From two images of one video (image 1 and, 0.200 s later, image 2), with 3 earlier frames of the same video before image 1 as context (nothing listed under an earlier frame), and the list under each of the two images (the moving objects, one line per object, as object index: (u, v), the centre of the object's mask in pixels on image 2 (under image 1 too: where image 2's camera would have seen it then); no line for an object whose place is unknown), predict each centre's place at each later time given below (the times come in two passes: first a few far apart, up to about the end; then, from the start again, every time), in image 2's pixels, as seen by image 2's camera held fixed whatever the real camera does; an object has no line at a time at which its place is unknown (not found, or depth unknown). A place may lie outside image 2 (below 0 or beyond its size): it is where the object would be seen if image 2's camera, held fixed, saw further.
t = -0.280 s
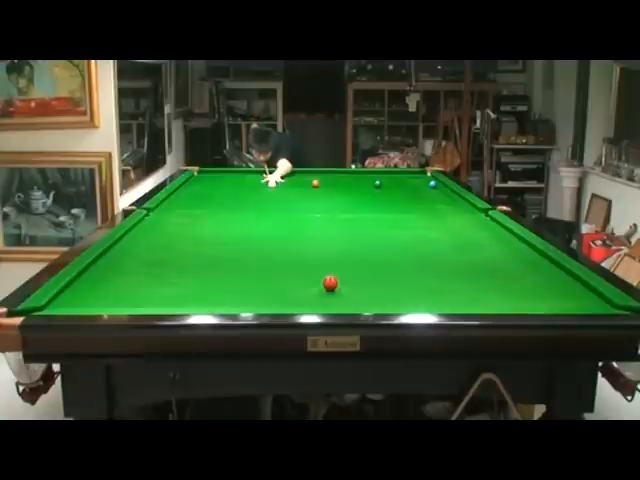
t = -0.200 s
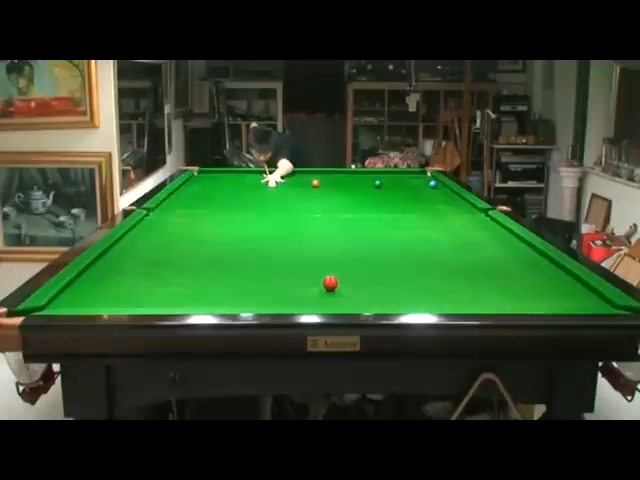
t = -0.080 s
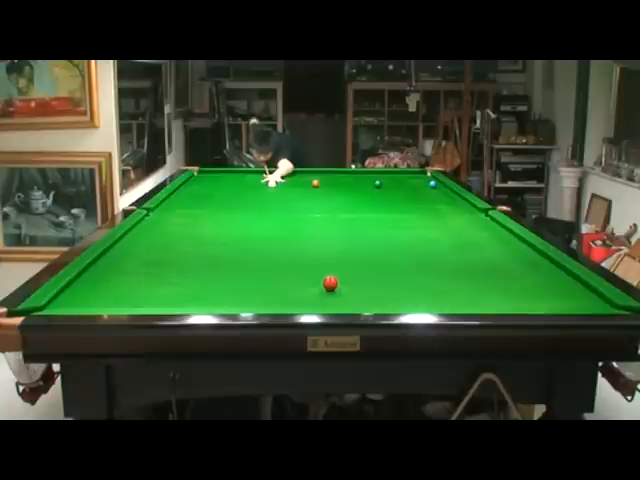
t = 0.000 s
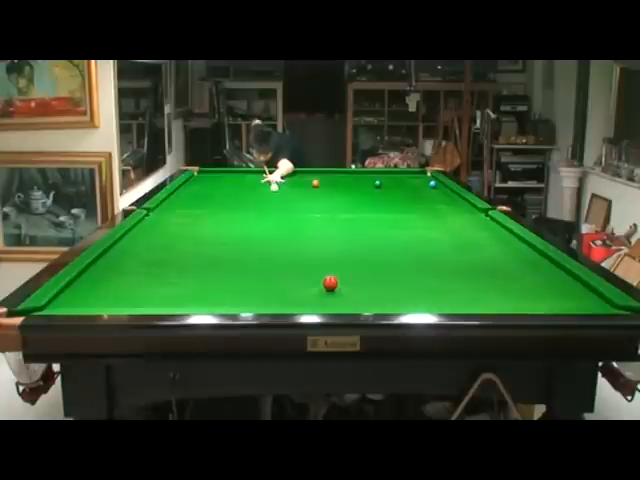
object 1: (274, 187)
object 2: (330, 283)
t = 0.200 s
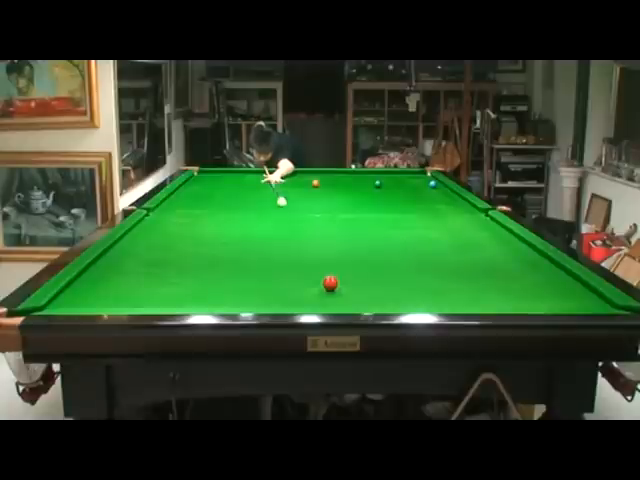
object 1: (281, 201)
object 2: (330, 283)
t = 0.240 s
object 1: (283, 205)
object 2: (330, 283)
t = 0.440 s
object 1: (292, 222)
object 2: (330, 283)
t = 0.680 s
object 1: (306, 251)
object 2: (330, 283)
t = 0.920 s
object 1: (299, 284)
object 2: (357, 290)
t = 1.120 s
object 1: (249, 303)
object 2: (417, 302)
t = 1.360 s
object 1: (205, 288)
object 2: (445, 290)
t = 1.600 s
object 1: (171, 271)
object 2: (470, 277)
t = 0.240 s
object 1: (283, 205)
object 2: (330, 283)
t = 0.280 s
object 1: (285, 208)
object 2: (330, 283)
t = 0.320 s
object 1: (286, 211)
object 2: (330, 283)
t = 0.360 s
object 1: (288, 214)
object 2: (330, 283)
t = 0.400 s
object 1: (290, 218)
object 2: (330, 283)
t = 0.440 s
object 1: (292, 222)
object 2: (330, 283)
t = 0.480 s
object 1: (294, 226)
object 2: (330, 283)
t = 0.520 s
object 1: (296, 231)
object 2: (330, 283)
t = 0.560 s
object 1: (298, 235)
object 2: (330, 283)
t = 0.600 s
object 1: (301, 240)
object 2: (330, 283)
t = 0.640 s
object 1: (303, 246)
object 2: (330, 283)
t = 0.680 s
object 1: (306, 251)
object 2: (330, 283)
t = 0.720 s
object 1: (309, 257)
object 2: (330, 283)
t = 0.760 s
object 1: (312, 263)
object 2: (330, 283)
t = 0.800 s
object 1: (315, 270)
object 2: (330, 283)
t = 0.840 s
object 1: (318, 277)
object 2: (330, 283)
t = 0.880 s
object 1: (311, 281)
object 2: (342, 285)
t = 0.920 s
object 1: (299, 284)
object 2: (357, 290)
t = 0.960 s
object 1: (289, 288)
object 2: (371, 295)
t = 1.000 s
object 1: (279, 291)
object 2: (385, 300)
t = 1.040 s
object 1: (269, 296)
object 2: (399, 301)
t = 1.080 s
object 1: (259, 298)
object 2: (411, 304)
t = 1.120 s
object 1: (249, 303)
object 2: (417, 302)
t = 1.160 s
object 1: (239, 304)
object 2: (421, 301)
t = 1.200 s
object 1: (231, 301)
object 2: (427, 299)
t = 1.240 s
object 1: (225, 298)
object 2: (431, 297)
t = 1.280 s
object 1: (218, 295)
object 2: (436, 295)
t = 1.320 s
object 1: (211, 292)
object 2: (440, 292)
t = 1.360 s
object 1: (205, 288)
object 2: (445, 290)
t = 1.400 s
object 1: (199, 285)
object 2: (449, 288)
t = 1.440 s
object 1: (193, 282)
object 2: (454, 285)
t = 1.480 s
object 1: (187, 279)
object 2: (458, 283)
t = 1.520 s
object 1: (181, 277)
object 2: (462, 281)
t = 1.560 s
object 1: (176, 274)
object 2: (466, 279)
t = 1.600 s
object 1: (171, 271)
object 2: (470, 277)
